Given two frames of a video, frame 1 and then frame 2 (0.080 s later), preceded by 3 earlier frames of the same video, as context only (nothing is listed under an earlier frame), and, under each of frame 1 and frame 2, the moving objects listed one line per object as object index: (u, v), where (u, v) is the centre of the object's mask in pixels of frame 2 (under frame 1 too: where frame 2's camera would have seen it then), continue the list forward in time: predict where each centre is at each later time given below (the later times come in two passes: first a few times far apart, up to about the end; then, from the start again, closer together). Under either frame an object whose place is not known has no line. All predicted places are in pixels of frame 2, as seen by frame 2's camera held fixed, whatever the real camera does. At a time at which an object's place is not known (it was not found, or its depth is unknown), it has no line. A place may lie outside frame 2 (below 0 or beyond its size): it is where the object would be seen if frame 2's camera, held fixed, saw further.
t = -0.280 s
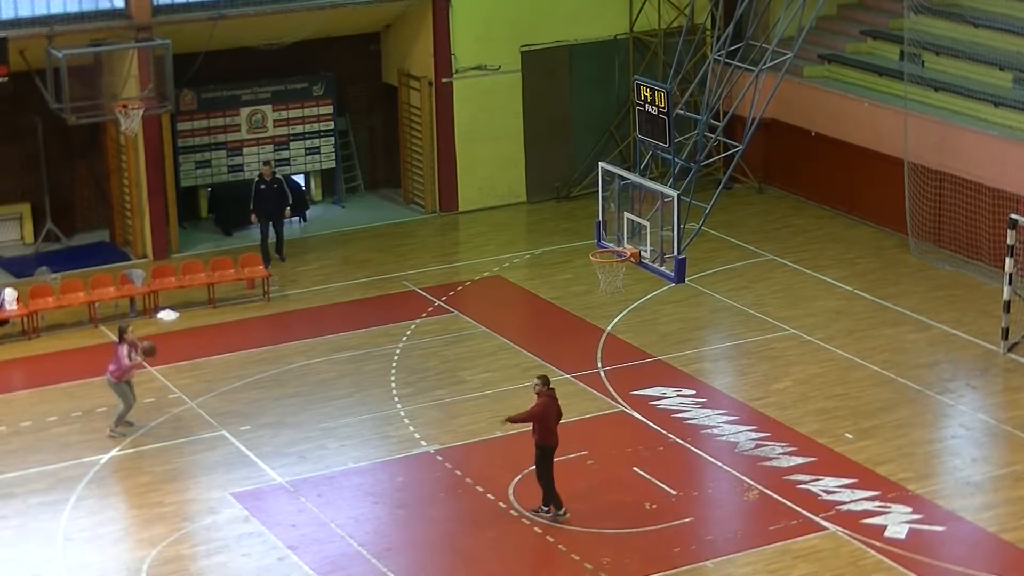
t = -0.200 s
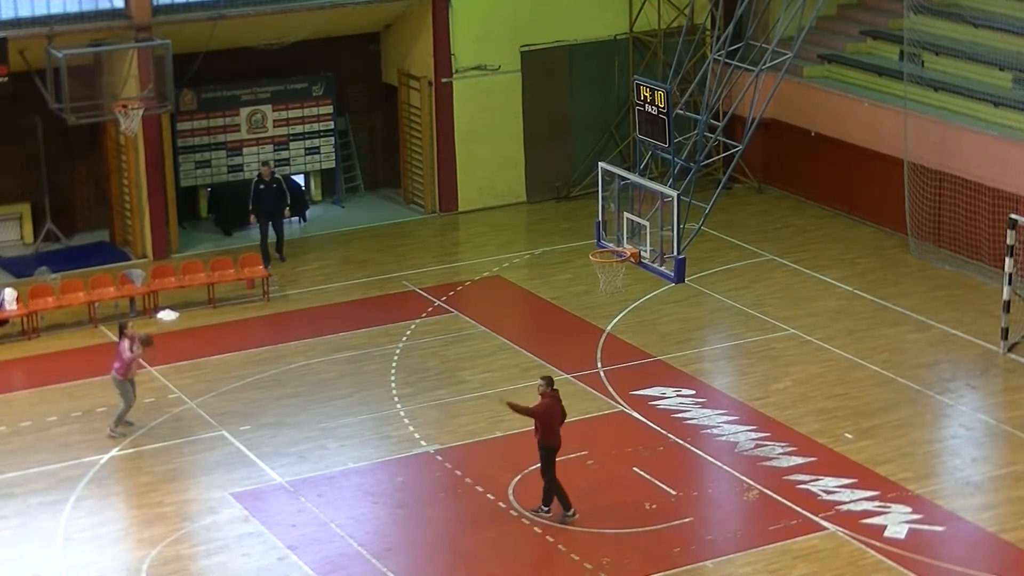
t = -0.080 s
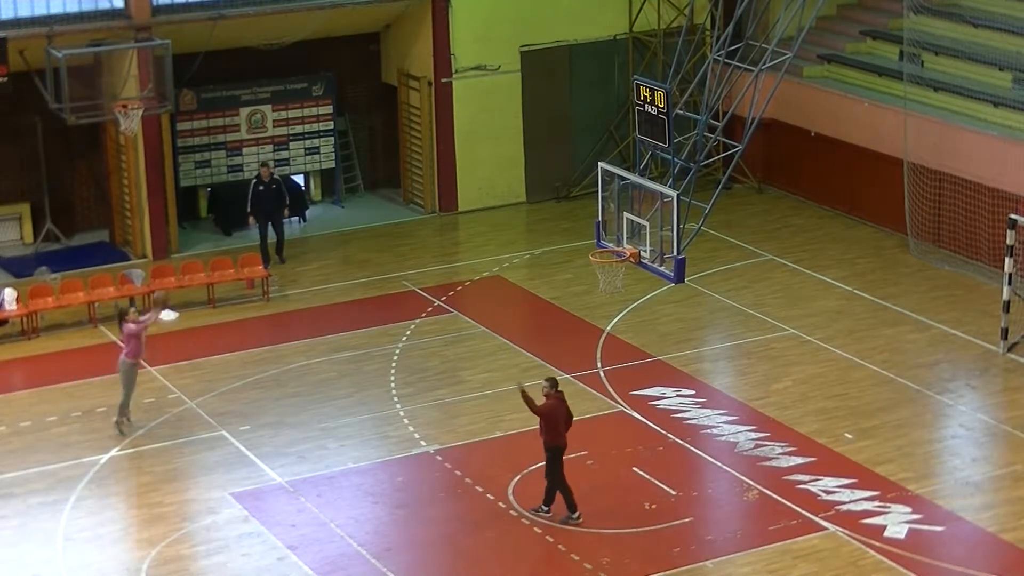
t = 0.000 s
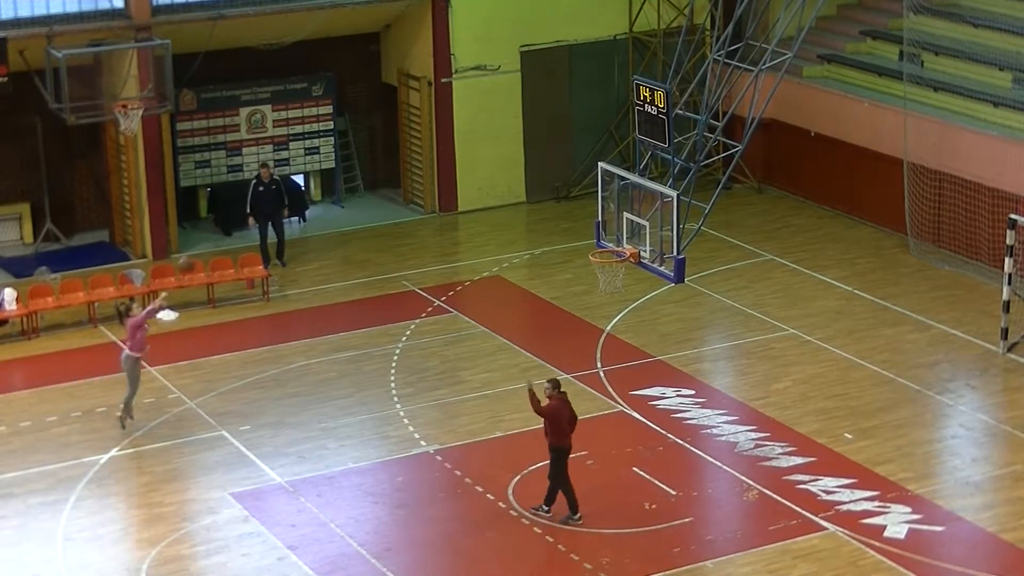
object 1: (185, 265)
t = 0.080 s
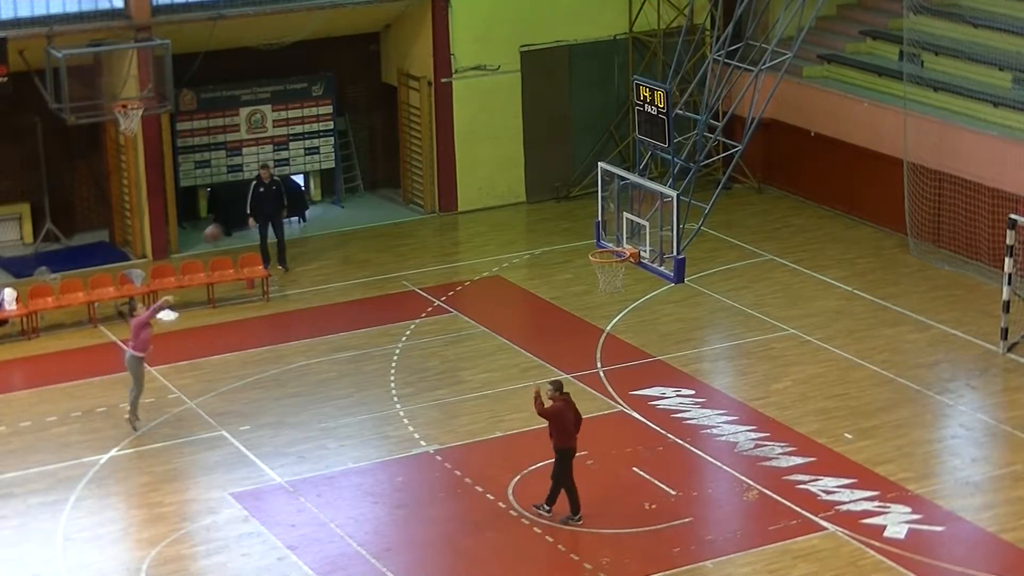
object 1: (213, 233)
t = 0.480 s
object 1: (357, 145)
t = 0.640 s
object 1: (417, 143)
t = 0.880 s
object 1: (510, 175)
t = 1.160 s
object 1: (621, 266)
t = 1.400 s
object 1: (641, 289)
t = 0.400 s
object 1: (327, 154)
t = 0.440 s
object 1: (342, 149)
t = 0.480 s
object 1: (357, 145)
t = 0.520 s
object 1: (371, 143)
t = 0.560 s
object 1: (386, 141)
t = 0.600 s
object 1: (400, 140)
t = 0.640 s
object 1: (417, 143)
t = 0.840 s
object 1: (495, 166)
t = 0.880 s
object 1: (510, 175)
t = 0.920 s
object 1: (527, 183)
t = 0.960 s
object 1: (539, 192)
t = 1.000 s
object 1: (556, 205)
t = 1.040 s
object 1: (572, 220)
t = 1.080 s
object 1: (588, 235)
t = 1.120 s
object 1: (605, 251)
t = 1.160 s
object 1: (621, 266)
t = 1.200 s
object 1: (630, 271)
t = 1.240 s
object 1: (632, 273)
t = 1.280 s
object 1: (634, 275)
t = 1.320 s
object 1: (636, 279)
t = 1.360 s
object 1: (638, 283)
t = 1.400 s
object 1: (641, 289)
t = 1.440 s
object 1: (642, 296)
